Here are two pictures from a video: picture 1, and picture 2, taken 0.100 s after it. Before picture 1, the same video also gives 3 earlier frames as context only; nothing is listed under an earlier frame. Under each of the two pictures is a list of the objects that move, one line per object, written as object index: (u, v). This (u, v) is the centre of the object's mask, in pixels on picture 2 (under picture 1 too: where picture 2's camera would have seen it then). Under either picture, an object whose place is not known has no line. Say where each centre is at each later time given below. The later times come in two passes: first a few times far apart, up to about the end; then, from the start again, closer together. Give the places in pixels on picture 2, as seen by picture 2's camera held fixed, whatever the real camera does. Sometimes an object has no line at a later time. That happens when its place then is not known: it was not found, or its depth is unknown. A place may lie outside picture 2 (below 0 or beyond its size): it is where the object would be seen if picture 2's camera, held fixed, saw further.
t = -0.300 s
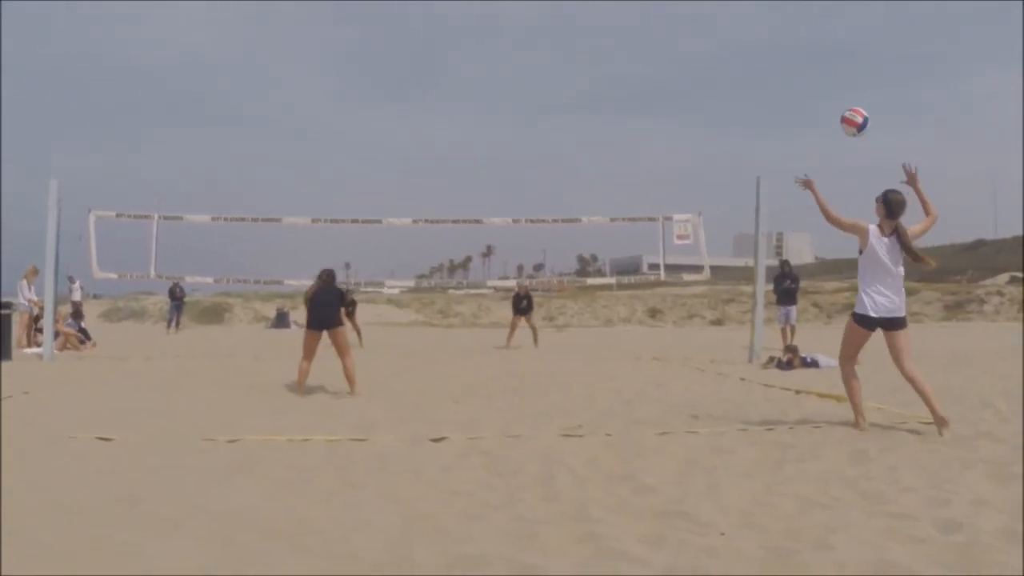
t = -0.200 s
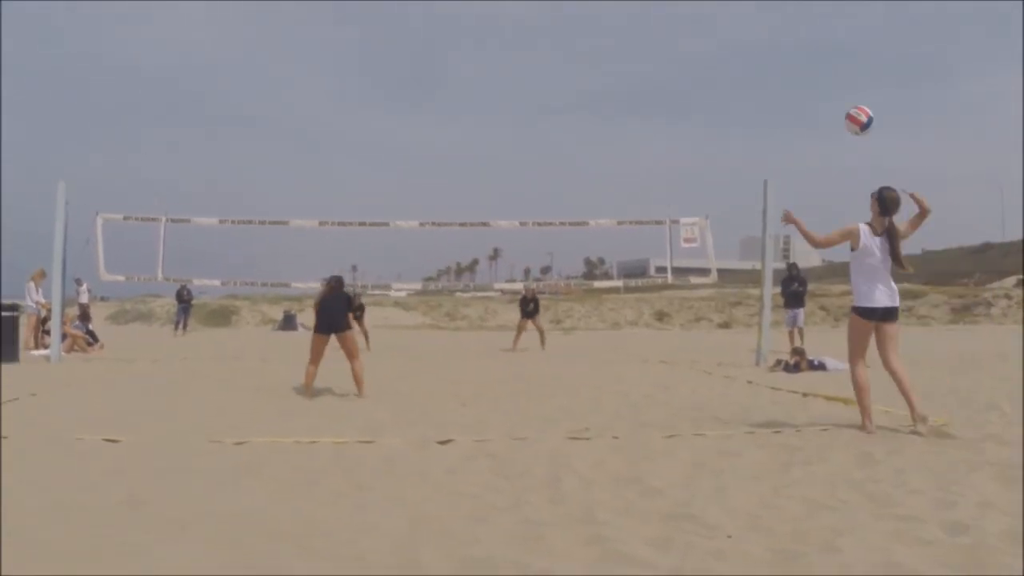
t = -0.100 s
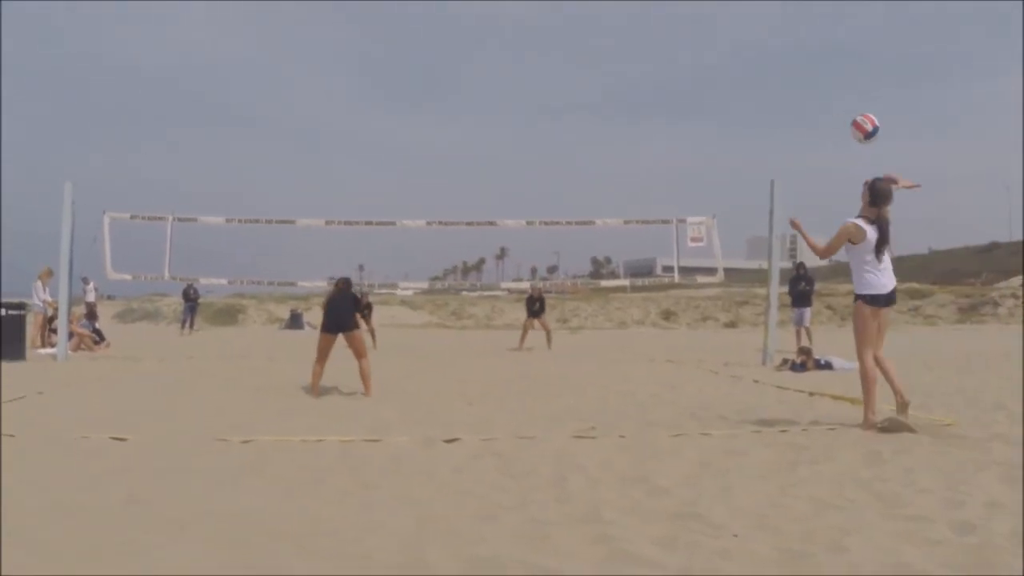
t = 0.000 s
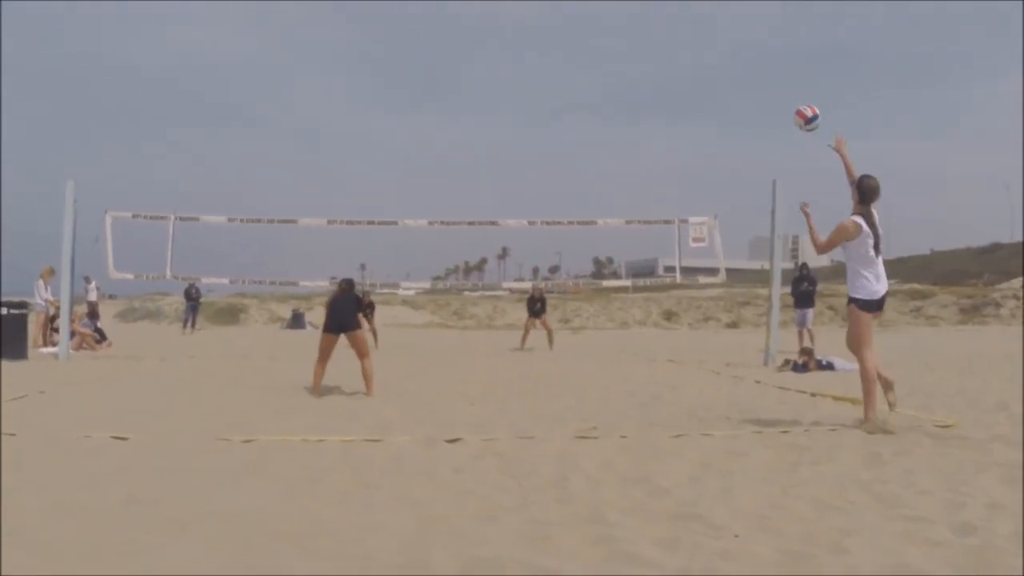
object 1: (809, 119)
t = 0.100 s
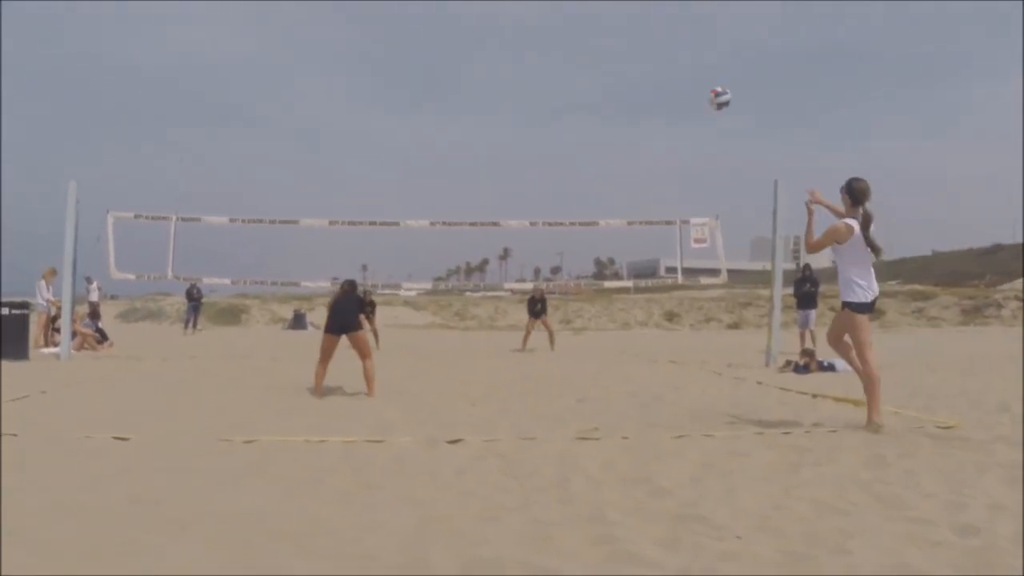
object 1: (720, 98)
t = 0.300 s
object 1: (605, 95)
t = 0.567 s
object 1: (524, 133)
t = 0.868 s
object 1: (479, 201)
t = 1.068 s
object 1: (462, 257)
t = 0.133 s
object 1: (695, 95)
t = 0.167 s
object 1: (673, 93)
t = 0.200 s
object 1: (654, 92)
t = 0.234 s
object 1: (636, 93)
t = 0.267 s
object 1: (620, 94)
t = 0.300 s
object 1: (605, 95)
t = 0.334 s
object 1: (592, 98)
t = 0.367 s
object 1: (579, 102)
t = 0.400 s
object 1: (568, 105)
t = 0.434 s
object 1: (557, 110)
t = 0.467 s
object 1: (548, 115)
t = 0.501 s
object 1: (540, 120)
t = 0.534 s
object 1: (532, 126)
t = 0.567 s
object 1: (524, 133)
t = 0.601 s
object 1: (518, 140)
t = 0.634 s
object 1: (512, 146)
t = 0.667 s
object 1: (506, 153)
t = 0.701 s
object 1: (501, 161)
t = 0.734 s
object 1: (496, 168)
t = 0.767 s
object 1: (492, 176)
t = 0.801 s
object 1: (487, 184)
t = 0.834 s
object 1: (483, 193)
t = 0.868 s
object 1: (479, 201)
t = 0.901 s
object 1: (476, 210)
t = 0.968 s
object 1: (469, 231)
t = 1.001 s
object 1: (467, 237)
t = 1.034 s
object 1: (464, 248)
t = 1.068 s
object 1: (462, 257)
